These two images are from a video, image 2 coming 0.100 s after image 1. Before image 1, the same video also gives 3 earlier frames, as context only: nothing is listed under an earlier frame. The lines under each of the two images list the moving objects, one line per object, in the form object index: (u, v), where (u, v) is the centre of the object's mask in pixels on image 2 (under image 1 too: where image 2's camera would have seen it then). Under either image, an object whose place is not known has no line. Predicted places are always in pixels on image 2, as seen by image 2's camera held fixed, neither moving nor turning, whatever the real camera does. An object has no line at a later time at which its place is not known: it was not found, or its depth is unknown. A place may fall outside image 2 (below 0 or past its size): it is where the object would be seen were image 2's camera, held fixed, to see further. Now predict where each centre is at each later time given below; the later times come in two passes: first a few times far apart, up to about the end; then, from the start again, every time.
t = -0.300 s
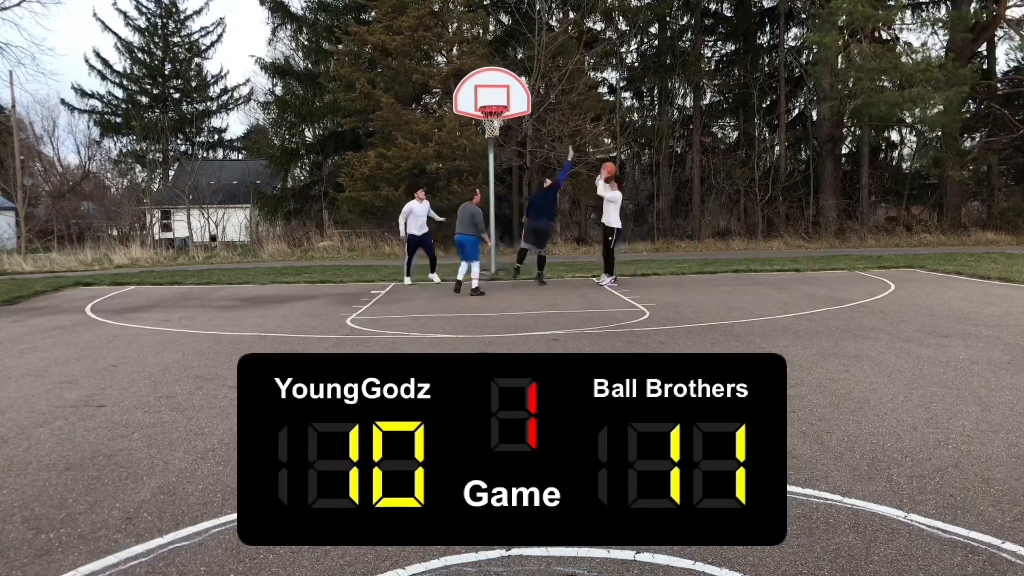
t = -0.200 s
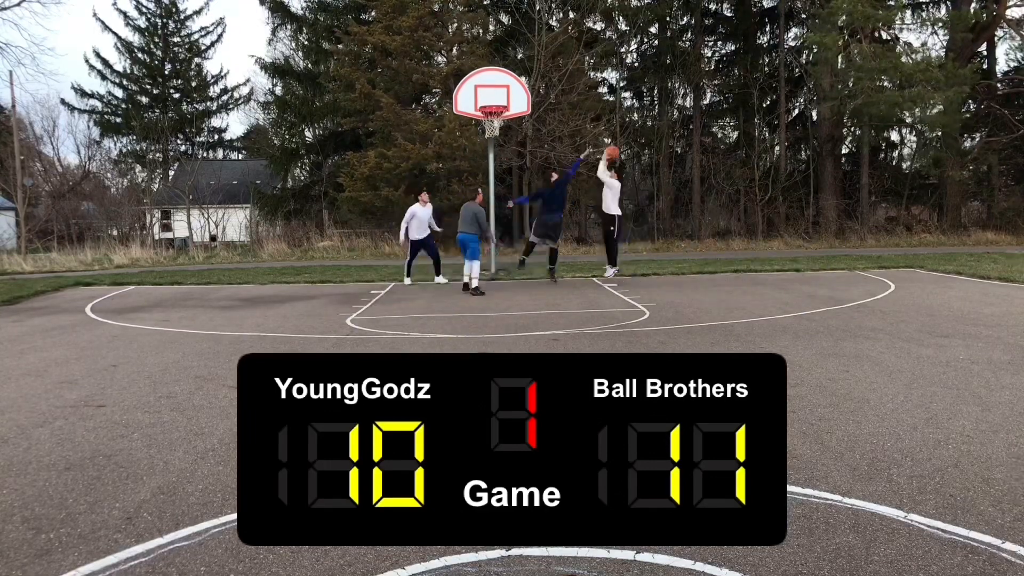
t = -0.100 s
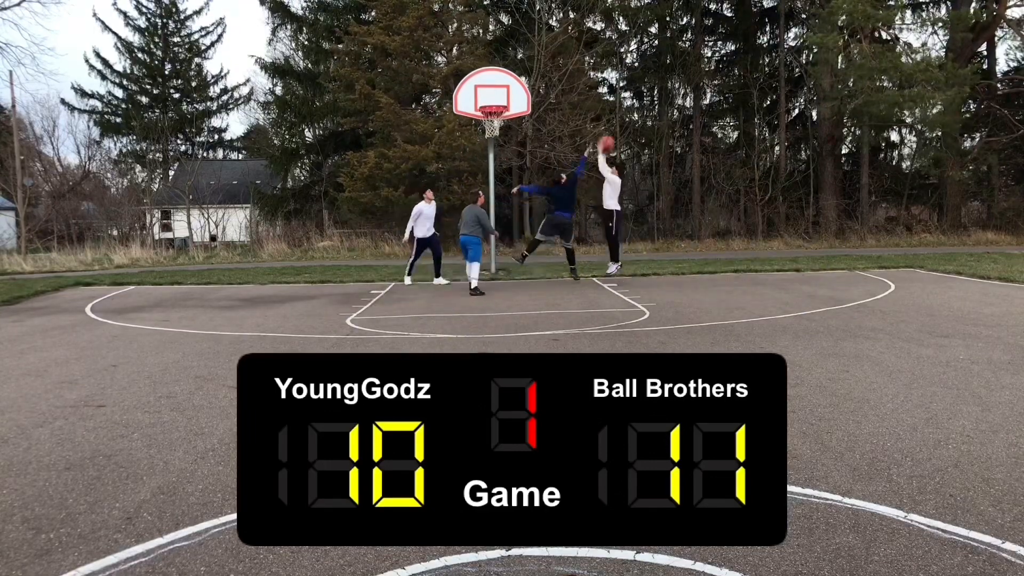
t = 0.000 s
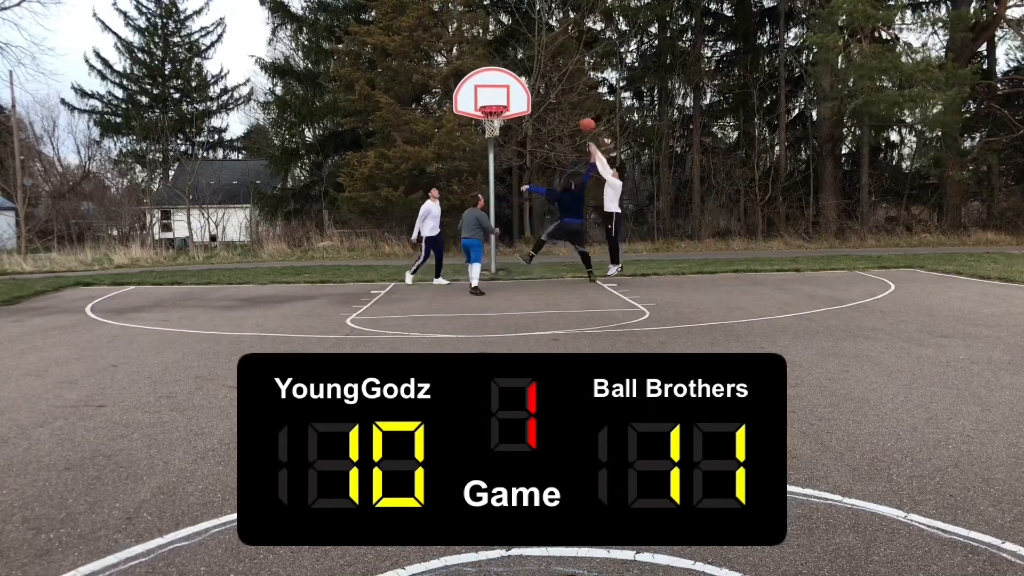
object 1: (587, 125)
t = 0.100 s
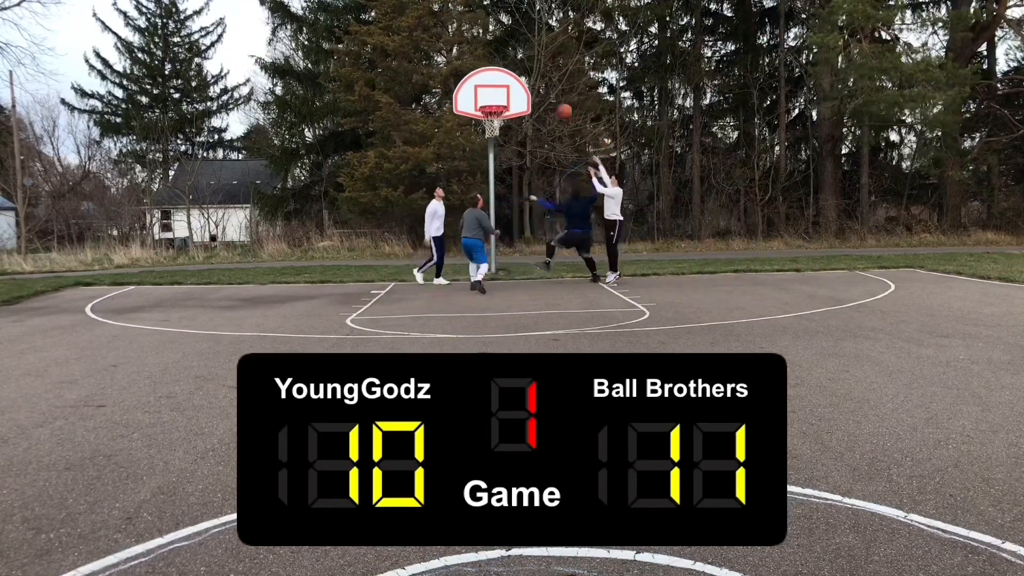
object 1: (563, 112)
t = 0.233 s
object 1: (536, 102)
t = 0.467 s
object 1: (512, 102)
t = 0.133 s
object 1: (558, 108)
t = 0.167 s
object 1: (550, 105)
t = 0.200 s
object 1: (543, 103)
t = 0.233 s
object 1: (536, 102)
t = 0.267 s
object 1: (530, 102)
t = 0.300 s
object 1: (522, 102)
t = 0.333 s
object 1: (515, 103)
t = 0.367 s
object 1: (508, 104)
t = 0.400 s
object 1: (508, 103)
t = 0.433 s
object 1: (510, 102)
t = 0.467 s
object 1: (512, 102)
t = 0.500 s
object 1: (514, 101)
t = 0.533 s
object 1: (516, 102)
